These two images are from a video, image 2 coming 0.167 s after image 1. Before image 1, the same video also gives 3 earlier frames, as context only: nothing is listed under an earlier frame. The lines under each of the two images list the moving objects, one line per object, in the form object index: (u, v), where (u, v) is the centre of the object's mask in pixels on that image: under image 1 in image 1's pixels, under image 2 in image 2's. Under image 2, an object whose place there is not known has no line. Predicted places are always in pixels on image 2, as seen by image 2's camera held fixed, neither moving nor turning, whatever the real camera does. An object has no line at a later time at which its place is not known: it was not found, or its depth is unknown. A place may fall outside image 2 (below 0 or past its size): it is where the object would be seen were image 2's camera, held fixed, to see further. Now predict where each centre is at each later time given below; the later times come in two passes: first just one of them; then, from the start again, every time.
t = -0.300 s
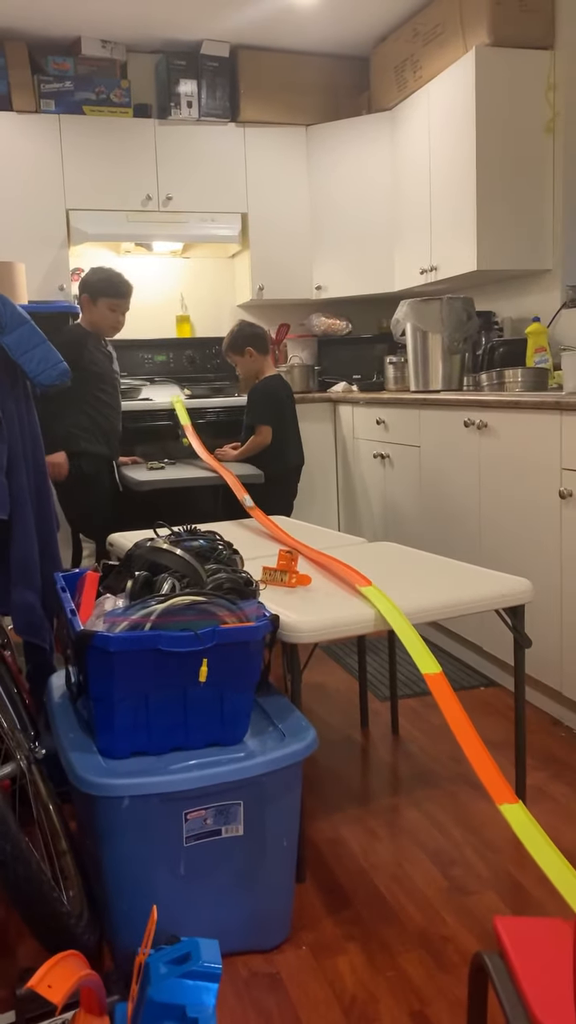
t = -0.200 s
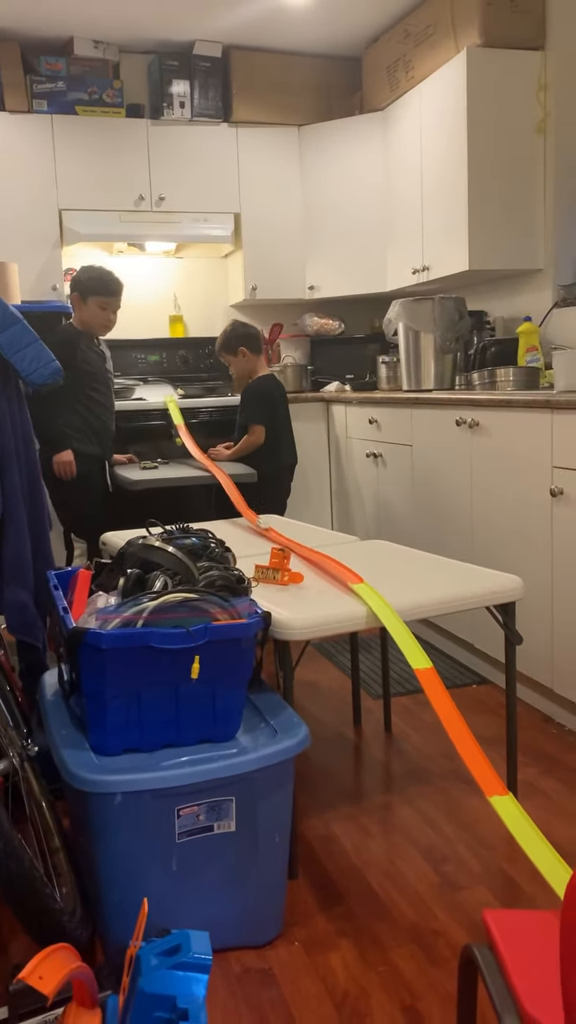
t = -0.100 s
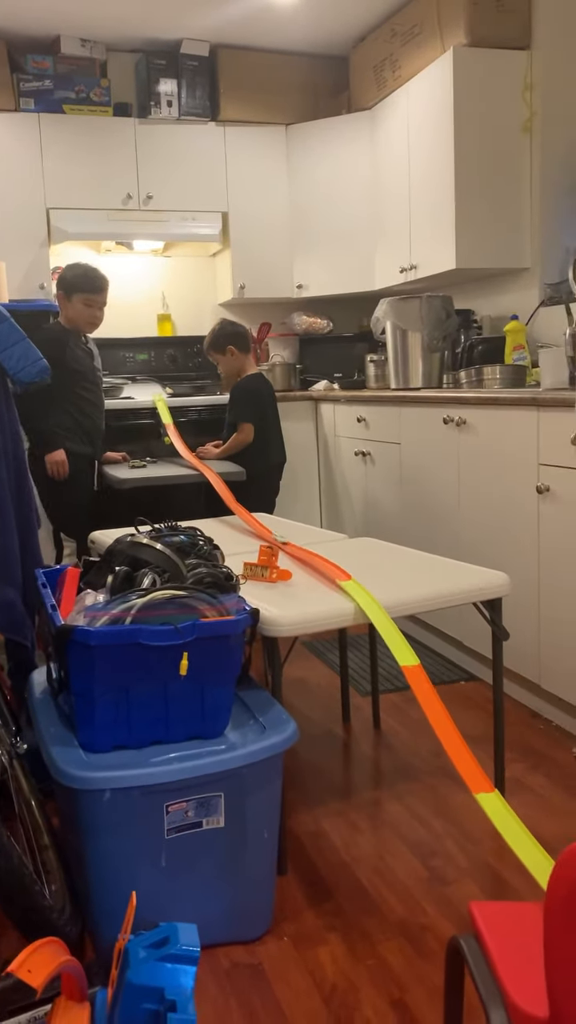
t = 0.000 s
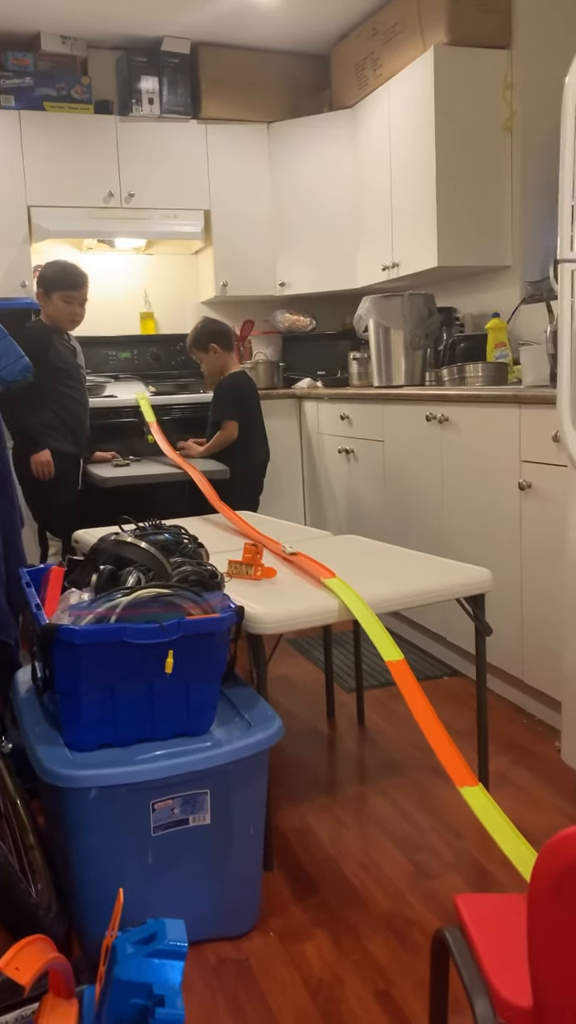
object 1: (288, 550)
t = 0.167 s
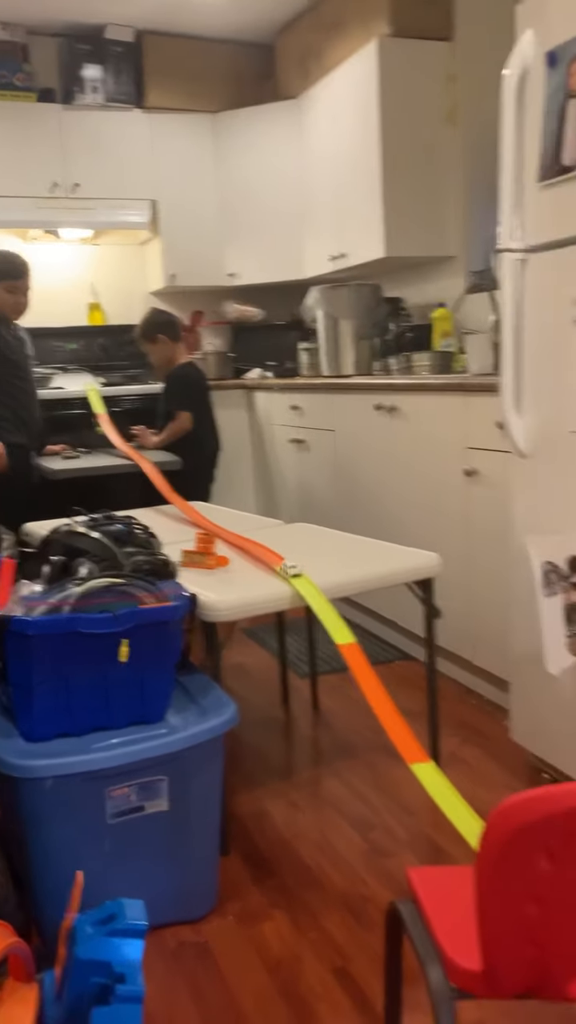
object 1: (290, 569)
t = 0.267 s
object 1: (328, 614)
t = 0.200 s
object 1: (302, 583)
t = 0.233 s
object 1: (314, 596)
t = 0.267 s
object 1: (328, 614)
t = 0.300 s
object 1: (344, 637)
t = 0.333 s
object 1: (362, 665)
